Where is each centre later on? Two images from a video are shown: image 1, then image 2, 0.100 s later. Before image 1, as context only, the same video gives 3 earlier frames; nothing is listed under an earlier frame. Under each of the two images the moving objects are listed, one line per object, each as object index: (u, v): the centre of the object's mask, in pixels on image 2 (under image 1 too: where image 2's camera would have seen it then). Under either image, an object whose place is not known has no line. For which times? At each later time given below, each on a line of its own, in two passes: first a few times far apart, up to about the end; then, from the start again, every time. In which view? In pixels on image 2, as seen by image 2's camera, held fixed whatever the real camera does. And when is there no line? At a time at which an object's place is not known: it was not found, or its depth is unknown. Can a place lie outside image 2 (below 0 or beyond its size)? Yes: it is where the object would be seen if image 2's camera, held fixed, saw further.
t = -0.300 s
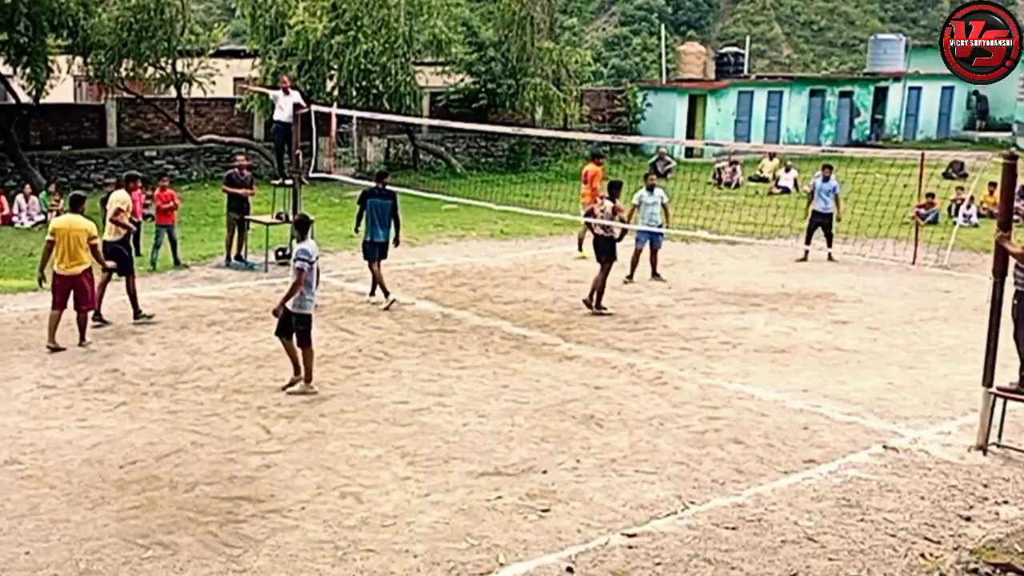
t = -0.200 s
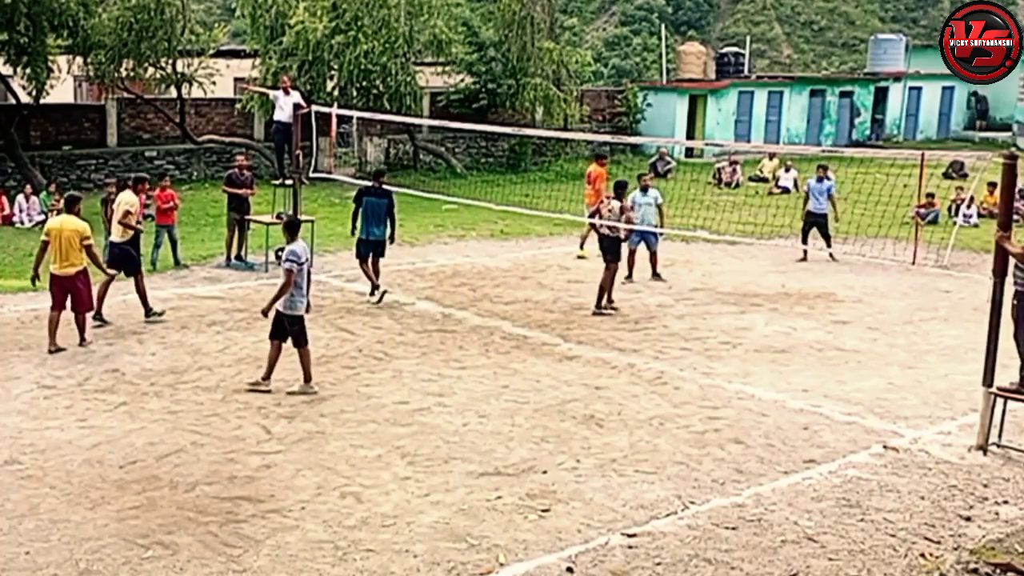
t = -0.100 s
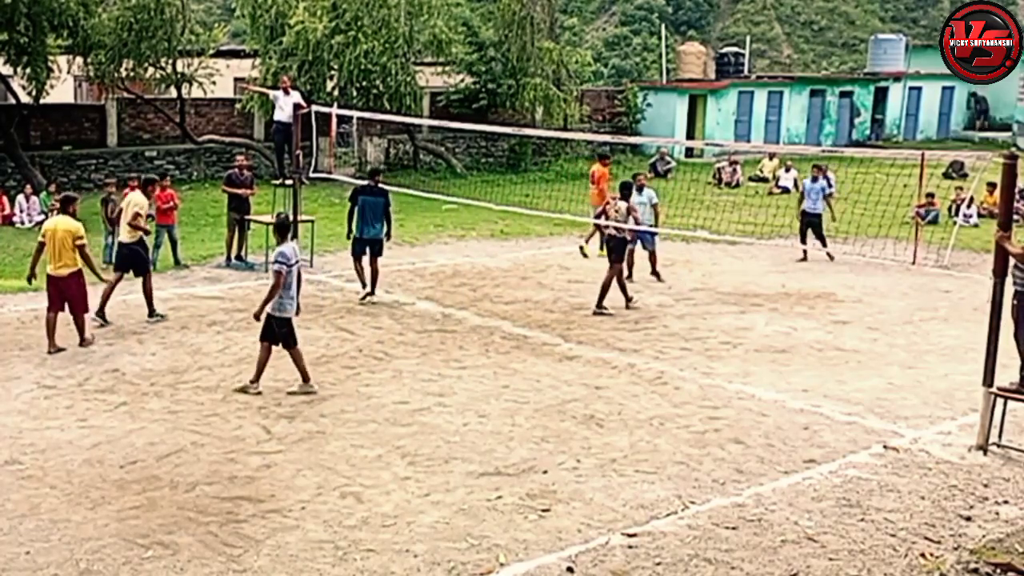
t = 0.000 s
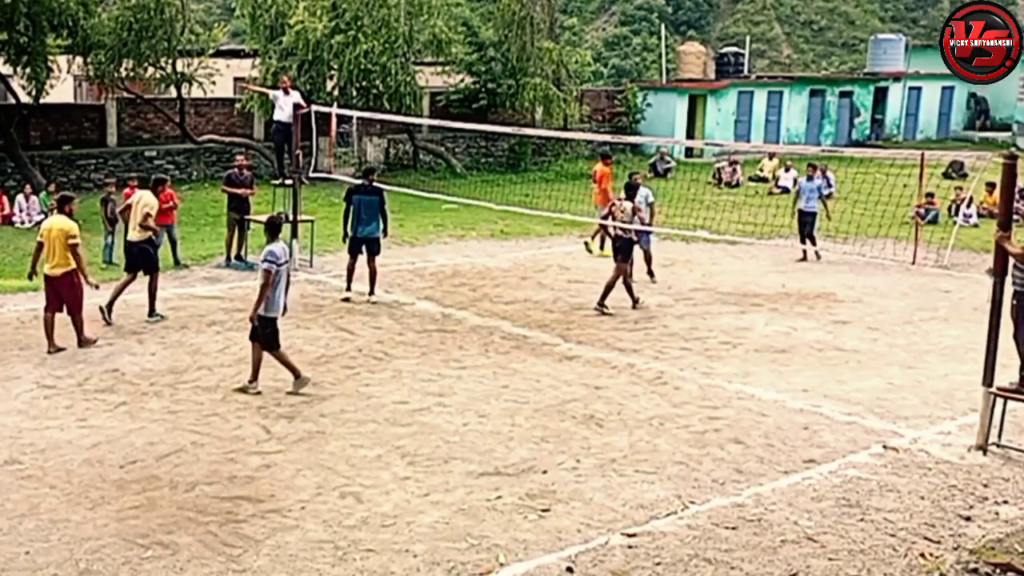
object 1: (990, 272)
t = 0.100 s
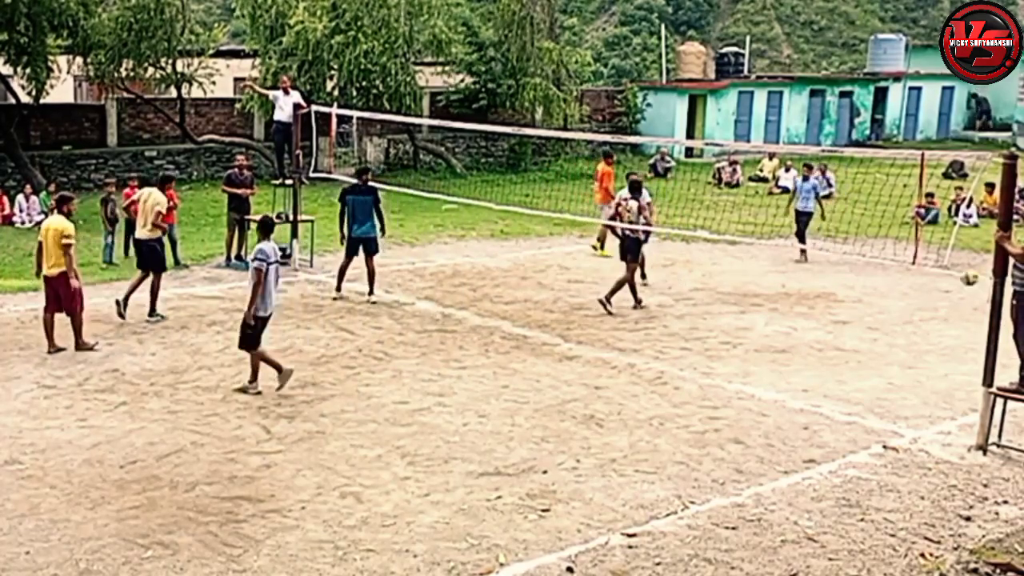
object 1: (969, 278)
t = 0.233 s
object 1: (934, 303)
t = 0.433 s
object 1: (883, 306)
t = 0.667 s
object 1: (818, 325)
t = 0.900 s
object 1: (752, 331)
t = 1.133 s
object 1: (679, 353)
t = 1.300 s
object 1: (625, 350)
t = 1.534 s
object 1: (544, 374)
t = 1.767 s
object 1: (458, 376)
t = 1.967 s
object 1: (378, 400)
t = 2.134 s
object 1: (310, 397)
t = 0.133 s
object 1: (960, 284)
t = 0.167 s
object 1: (952, 290)
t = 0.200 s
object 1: (943, 295)
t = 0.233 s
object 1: (934, 303)
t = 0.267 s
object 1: (925, 313)
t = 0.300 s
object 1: (917, 317)
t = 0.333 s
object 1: (908, 313)
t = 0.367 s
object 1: (899, 309)
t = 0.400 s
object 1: (891, 307)
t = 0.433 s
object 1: (883, 306)
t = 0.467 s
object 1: (873, 306)
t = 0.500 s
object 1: (865, 307)
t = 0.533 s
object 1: (856, 308)
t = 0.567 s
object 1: (847, 311)
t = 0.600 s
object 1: (837, 315)
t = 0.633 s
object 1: (828, 320)
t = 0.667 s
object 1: (818, 325)
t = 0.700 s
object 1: (807, 332)
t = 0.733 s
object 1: (798, 338)
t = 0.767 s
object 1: (789, 334)
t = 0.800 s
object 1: (780, 332)
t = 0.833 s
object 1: (770, 331)
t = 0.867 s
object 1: (761, 330)
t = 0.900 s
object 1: (752, 331)
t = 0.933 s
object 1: (740, 334)
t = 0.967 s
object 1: (730, 337)
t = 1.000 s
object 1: (721, 340)
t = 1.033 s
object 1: (709, 346)
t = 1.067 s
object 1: (699, 353)
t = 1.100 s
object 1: (689, 357)
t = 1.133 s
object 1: (679, 353)
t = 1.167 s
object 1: (668, 349)
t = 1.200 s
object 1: (657, 350)
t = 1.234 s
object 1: (648, 348)
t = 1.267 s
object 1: (637, 349)
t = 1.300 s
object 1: (625, 350)
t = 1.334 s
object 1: (613, 354)
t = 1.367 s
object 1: (603, 357)
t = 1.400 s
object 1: (591, 364)
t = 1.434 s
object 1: (579, 370)
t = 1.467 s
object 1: (568, 379)
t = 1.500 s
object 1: (556, 378)
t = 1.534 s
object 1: (544, 374)
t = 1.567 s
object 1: (532, 369)
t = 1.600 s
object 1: (520, 368)
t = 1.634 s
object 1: (509, 366)
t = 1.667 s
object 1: (496, 367)
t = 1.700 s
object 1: (483, 368)
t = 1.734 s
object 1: (470, 372)
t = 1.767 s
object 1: (458, 376)
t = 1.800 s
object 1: (445, 380)
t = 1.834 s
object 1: (432, 386)
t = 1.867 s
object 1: (419, 395)
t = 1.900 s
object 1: (406, 405)
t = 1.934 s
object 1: (393, 403)
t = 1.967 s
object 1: (378, 400)
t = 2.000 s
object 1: (365, 396)
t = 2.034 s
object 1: (351, 396)
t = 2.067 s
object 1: (339, 395)
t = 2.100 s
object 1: (324, 397)
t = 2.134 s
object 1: (310, 397)
